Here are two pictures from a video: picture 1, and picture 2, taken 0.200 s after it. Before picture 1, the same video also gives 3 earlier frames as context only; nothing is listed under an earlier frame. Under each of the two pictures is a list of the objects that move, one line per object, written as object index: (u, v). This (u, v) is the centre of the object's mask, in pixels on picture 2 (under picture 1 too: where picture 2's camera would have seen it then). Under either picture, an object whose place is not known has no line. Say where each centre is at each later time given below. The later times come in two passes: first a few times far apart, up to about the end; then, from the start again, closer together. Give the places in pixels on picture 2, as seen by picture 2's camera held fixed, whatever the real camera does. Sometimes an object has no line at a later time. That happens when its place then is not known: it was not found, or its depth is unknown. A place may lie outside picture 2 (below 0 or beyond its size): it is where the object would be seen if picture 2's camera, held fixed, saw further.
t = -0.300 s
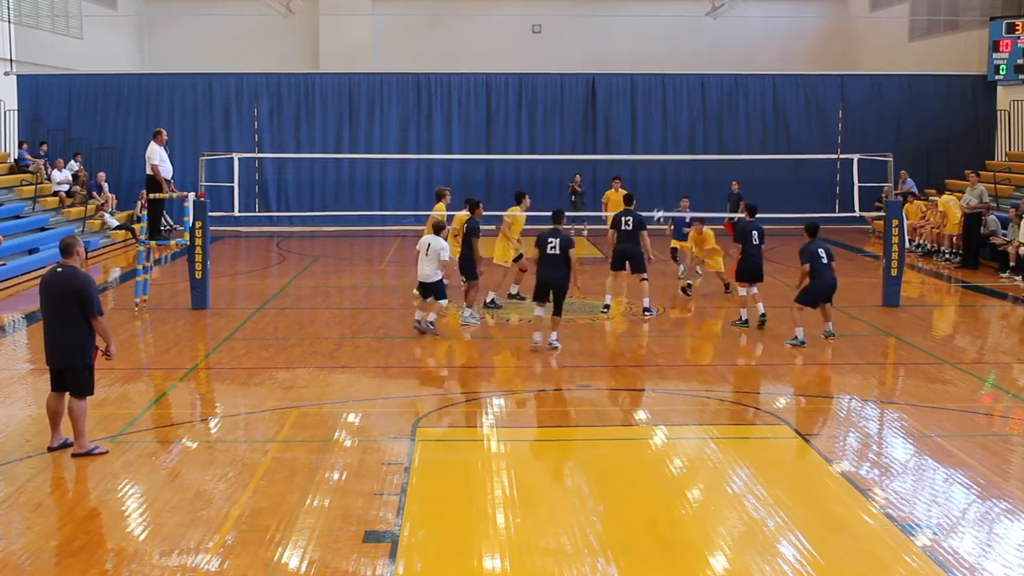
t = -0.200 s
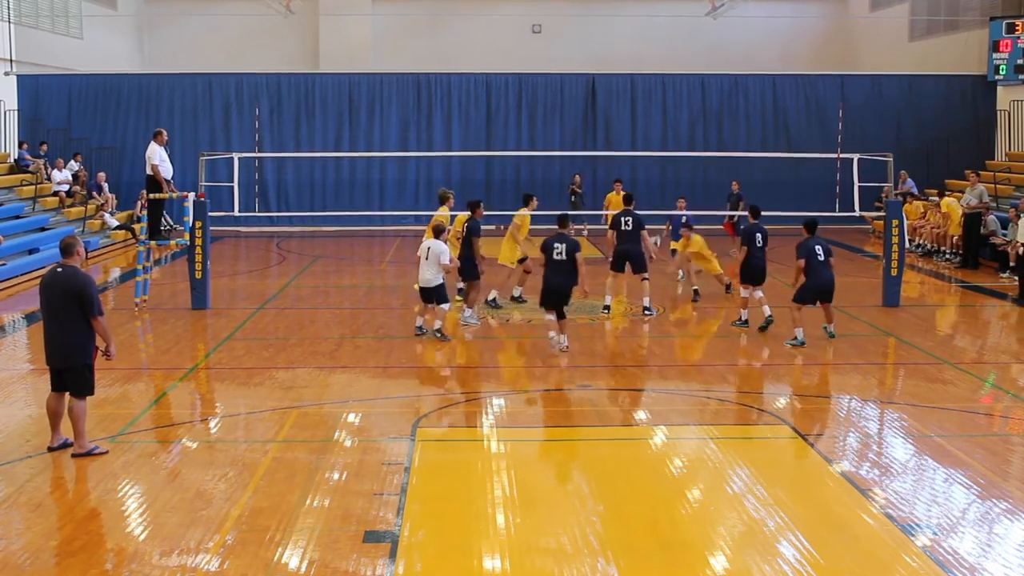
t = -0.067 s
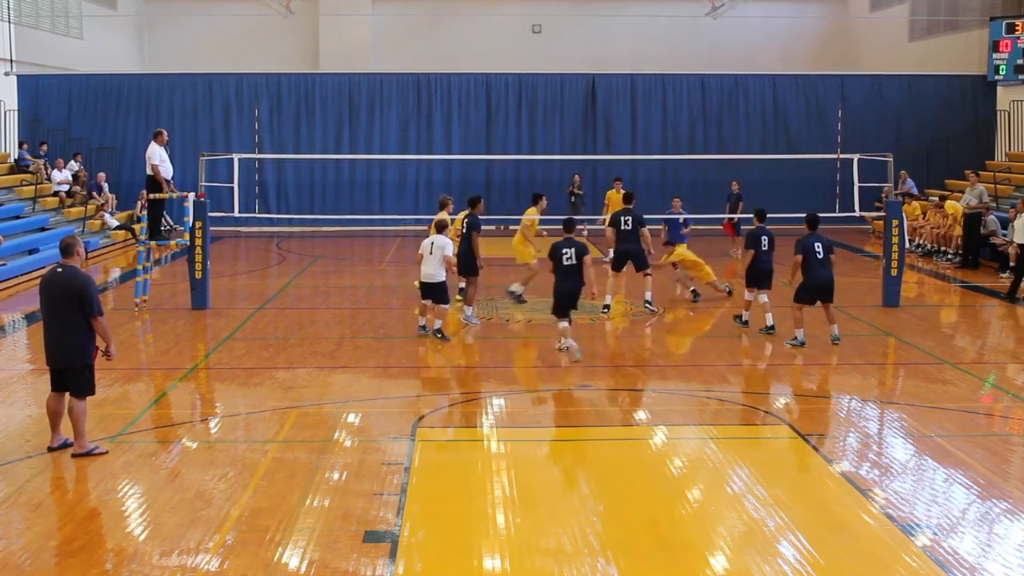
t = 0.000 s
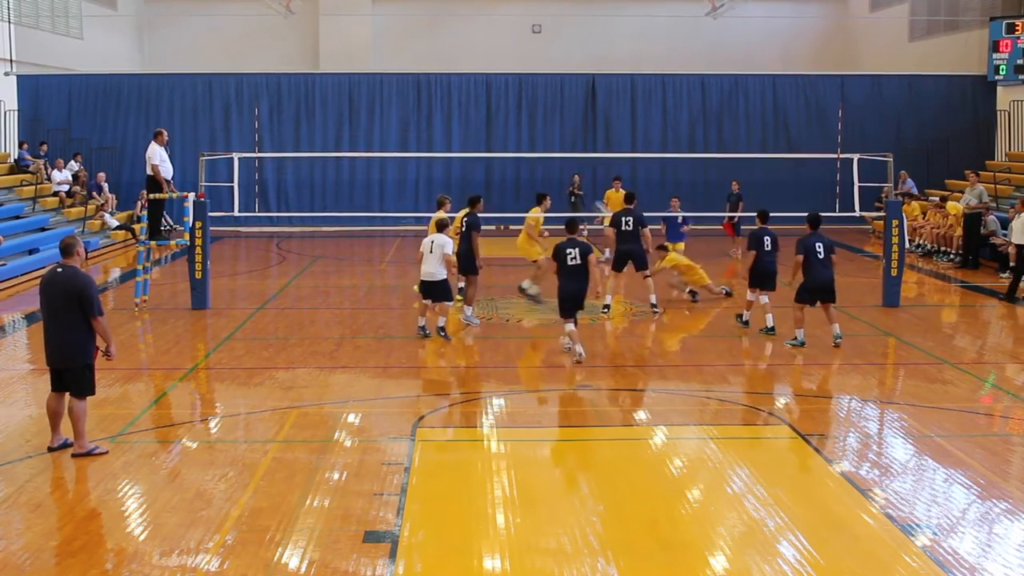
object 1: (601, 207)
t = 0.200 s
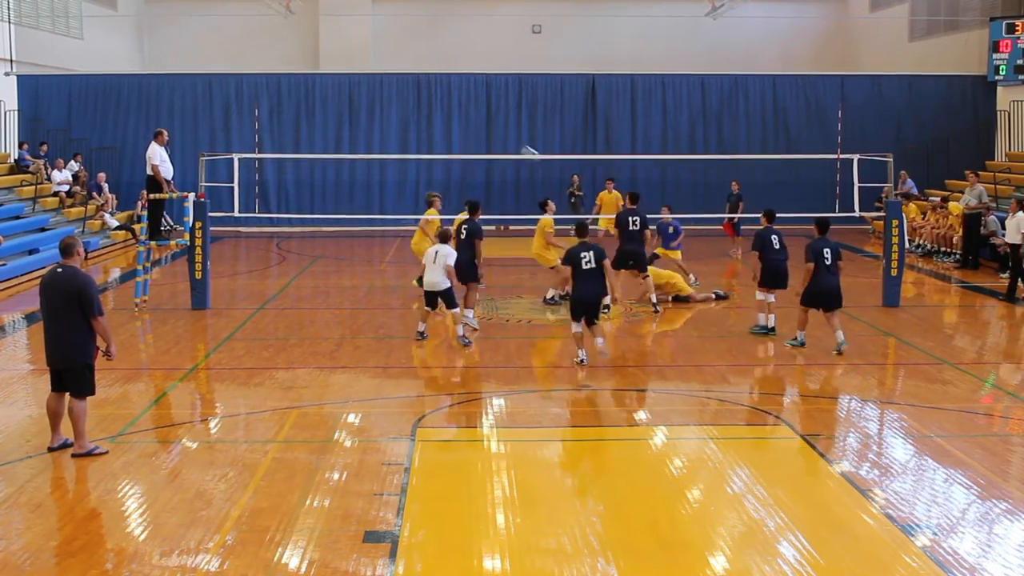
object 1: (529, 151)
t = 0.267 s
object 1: (506, 140)
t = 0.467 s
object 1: (432, 115)
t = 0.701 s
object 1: (347, 118)
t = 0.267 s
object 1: (506, 140)
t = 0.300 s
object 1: (493, 135)
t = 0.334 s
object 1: (481, 129)
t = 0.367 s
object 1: (469, 125)
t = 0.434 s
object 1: (444, 118)
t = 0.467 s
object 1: (432, 115)
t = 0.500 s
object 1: (420, 113)
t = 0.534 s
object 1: (408, 112)
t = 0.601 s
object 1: (383, 113)
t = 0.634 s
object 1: (371, 113)
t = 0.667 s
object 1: (359, 115)
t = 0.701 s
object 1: (347, 118)
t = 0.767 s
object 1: (323, 124)
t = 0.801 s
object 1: (311, 129)
